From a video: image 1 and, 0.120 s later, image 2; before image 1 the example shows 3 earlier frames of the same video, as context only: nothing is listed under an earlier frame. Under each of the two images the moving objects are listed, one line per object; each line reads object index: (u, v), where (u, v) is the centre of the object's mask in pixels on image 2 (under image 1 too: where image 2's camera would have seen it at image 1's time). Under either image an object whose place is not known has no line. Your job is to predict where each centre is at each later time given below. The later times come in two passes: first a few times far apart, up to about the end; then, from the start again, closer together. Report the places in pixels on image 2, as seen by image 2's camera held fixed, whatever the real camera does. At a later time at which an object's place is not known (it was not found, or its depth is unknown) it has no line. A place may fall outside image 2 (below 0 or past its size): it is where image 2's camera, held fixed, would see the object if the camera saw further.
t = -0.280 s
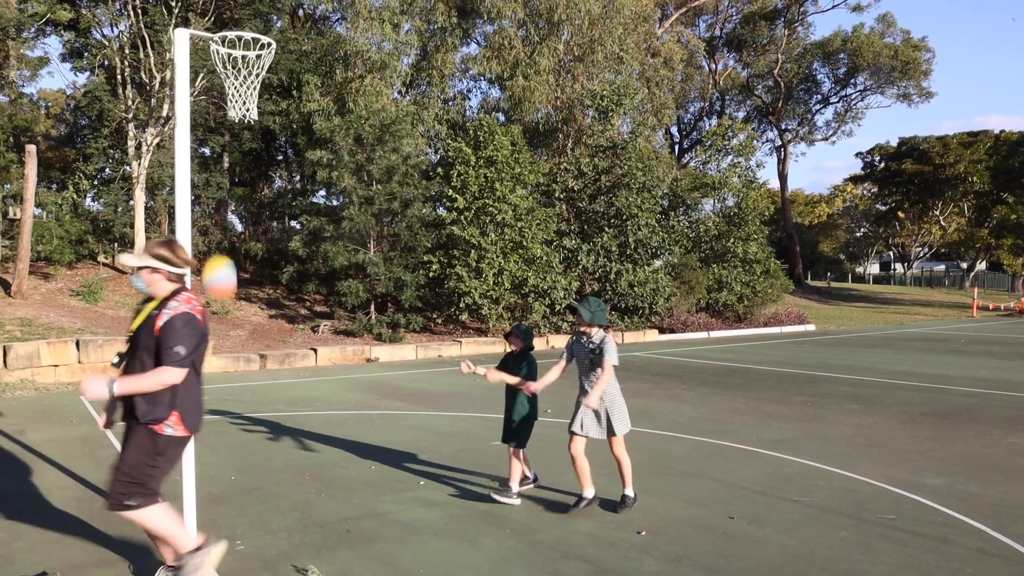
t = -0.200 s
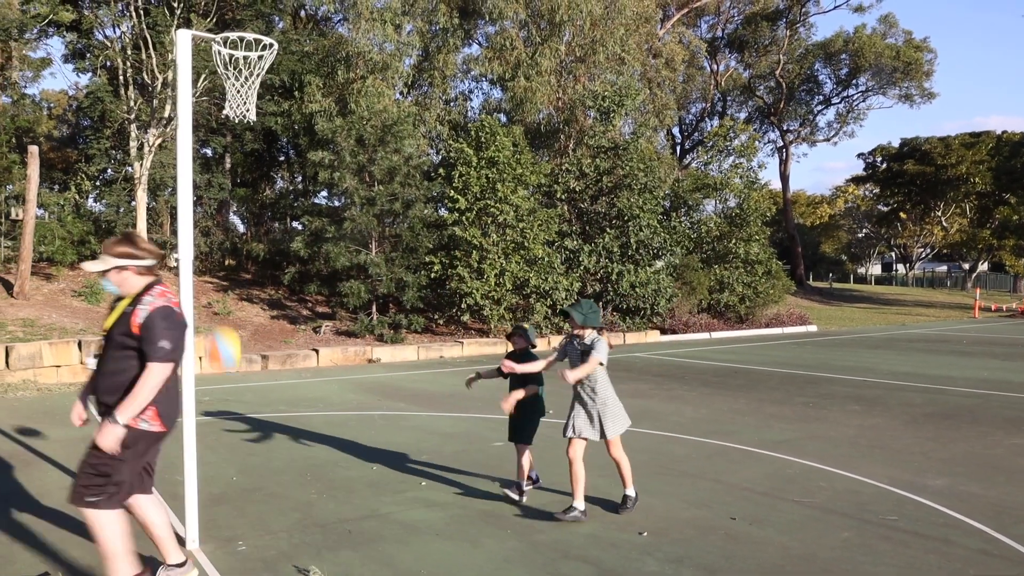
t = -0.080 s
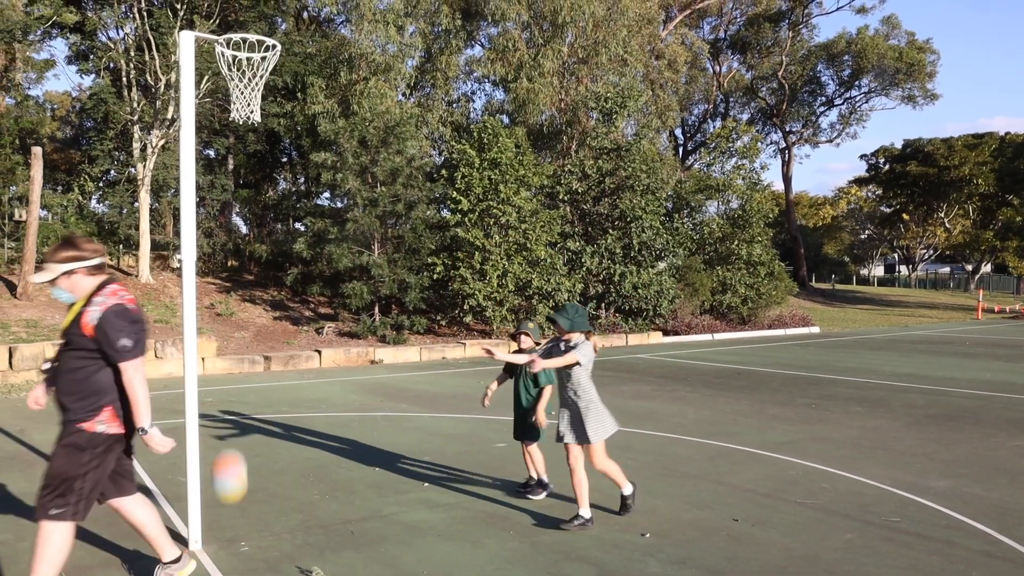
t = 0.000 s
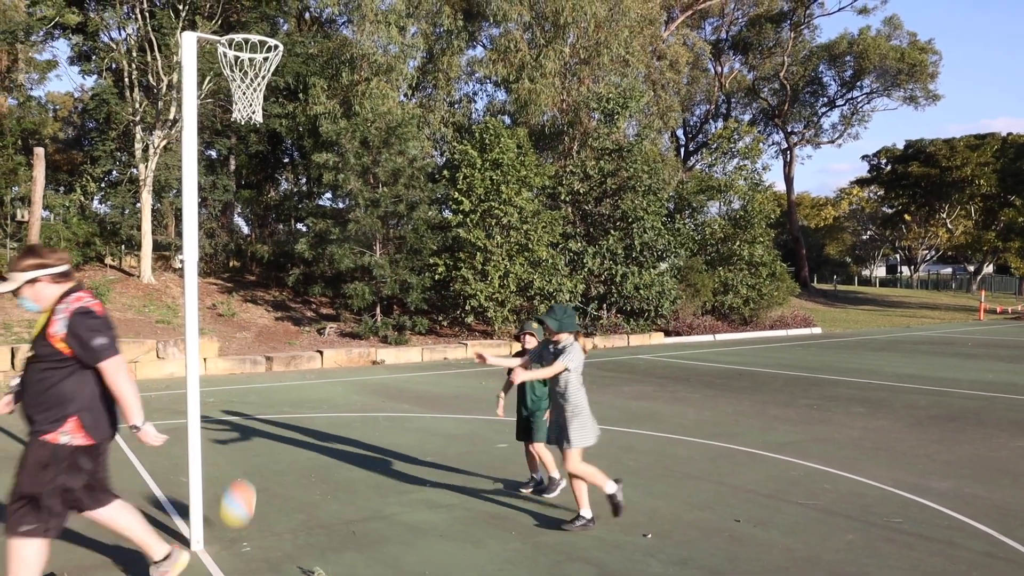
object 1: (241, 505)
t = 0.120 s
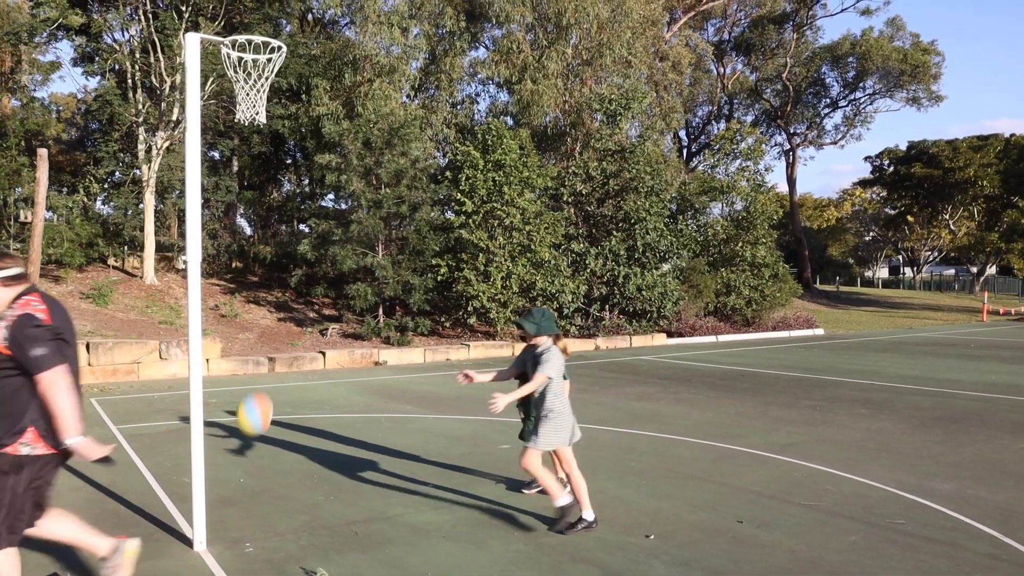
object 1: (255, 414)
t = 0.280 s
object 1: (274, 327)
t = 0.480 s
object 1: (298, 276)
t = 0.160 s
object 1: (259, 389)
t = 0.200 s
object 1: (264, 365)
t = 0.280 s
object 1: (274, 327)
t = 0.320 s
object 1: (279, 312)
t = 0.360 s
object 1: (283, 299)
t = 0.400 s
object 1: (288, 289)
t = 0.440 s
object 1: (293, 281)
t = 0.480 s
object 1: (298, 276)
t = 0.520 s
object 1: (303, 274)
